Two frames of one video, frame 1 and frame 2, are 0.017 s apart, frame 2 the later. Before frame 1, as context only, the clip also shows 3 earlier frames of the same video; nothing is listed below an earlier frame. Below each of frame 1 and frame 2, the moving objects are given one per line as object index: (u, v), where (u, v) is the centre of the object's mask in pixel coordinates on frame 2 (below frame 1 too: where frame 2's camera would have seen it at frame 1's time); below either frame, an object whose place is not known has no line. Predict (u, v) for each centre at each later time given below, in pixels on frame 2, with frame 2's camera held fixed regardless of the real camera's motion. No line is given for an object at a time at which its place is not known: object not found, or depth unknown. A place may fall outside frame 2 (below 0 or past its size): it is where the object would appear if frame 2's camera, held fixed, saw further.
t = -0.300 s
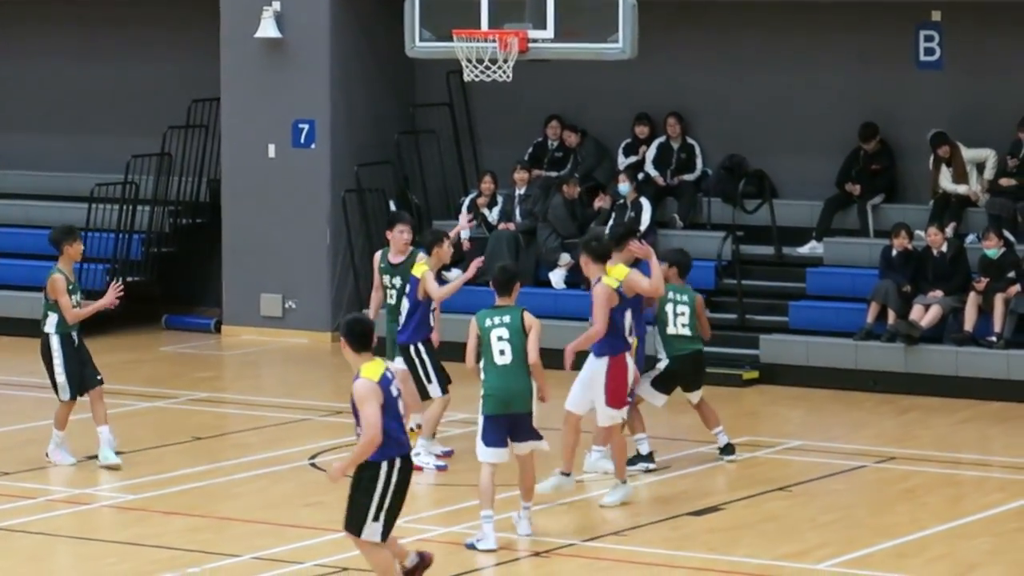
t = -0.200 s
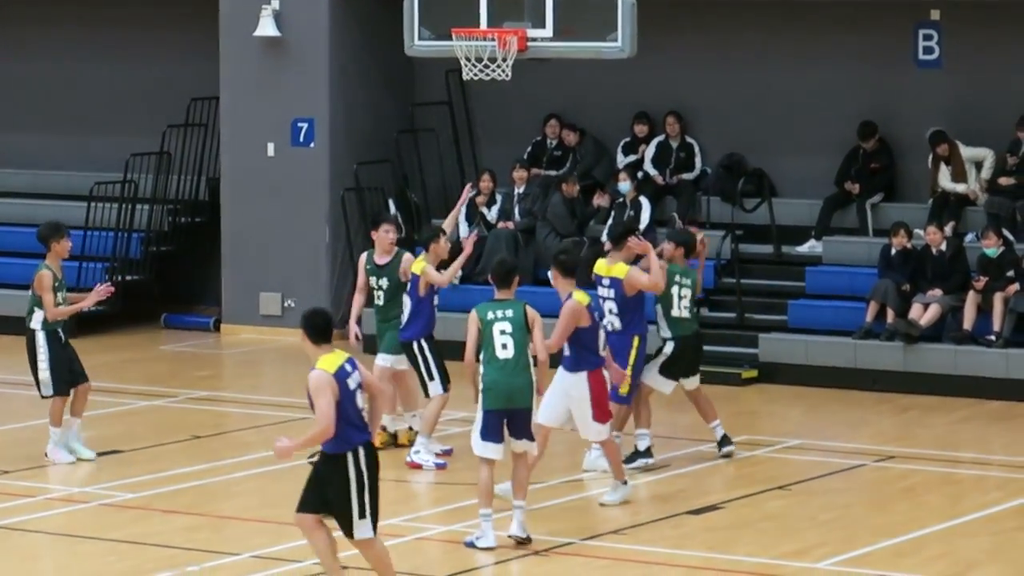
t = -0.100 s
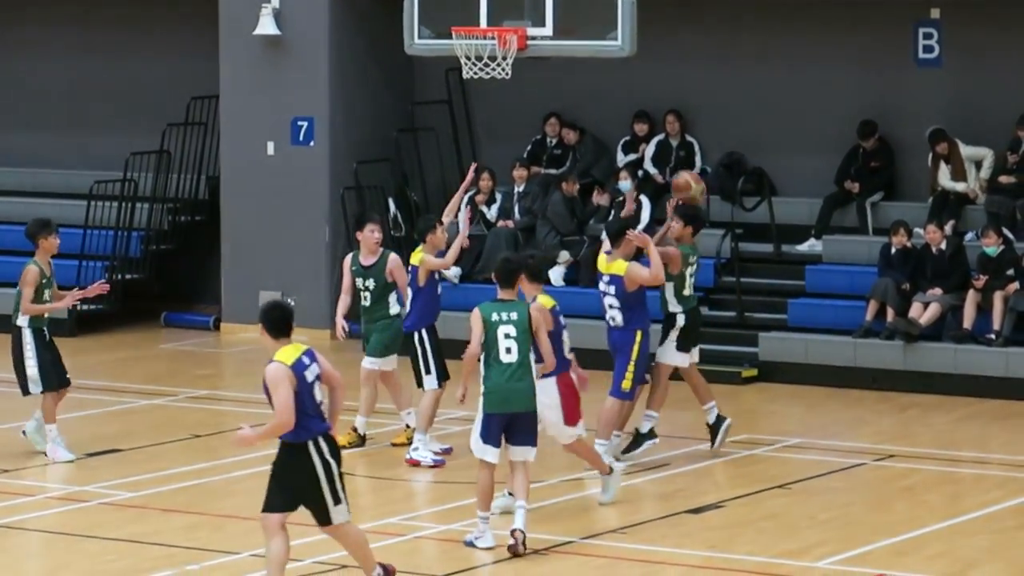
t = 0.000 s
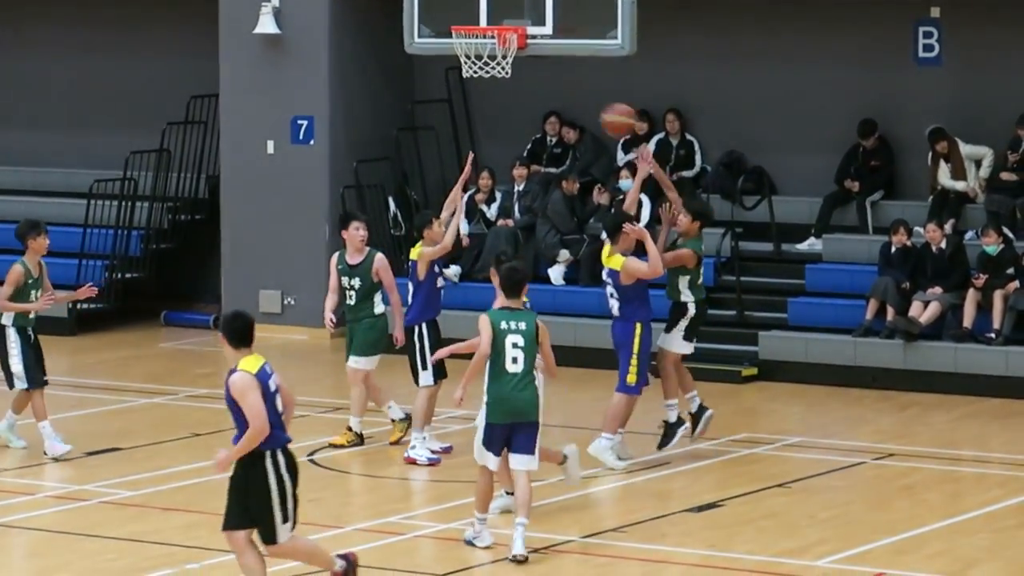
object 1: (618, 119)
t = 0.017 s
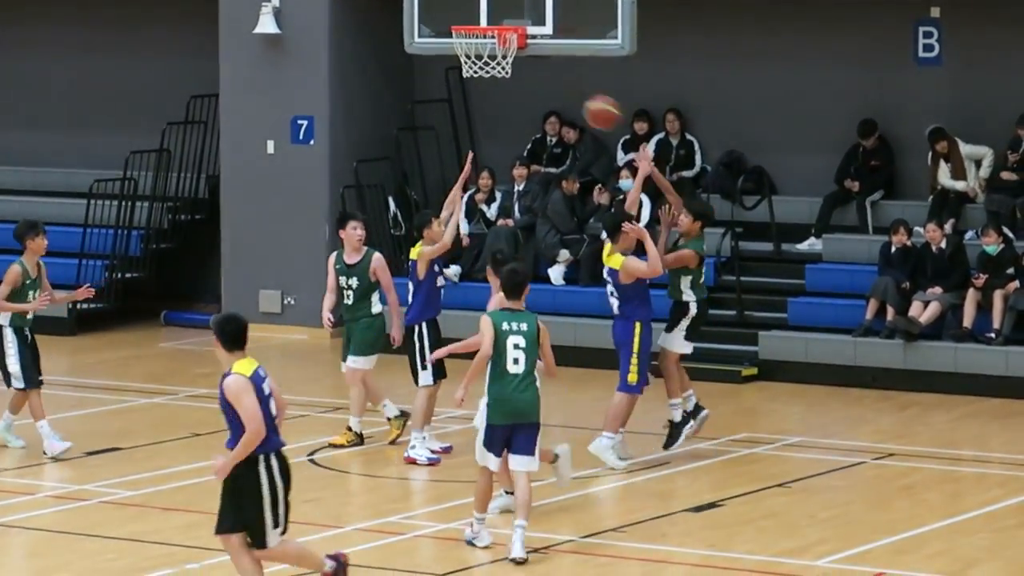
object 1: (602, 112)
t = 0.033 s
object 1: (584, 105)
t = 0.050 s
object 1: (567, 97)
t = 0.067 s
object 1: (549, 90)
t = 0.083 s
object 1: (531, 83)
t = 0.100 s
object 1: (514, 78)
